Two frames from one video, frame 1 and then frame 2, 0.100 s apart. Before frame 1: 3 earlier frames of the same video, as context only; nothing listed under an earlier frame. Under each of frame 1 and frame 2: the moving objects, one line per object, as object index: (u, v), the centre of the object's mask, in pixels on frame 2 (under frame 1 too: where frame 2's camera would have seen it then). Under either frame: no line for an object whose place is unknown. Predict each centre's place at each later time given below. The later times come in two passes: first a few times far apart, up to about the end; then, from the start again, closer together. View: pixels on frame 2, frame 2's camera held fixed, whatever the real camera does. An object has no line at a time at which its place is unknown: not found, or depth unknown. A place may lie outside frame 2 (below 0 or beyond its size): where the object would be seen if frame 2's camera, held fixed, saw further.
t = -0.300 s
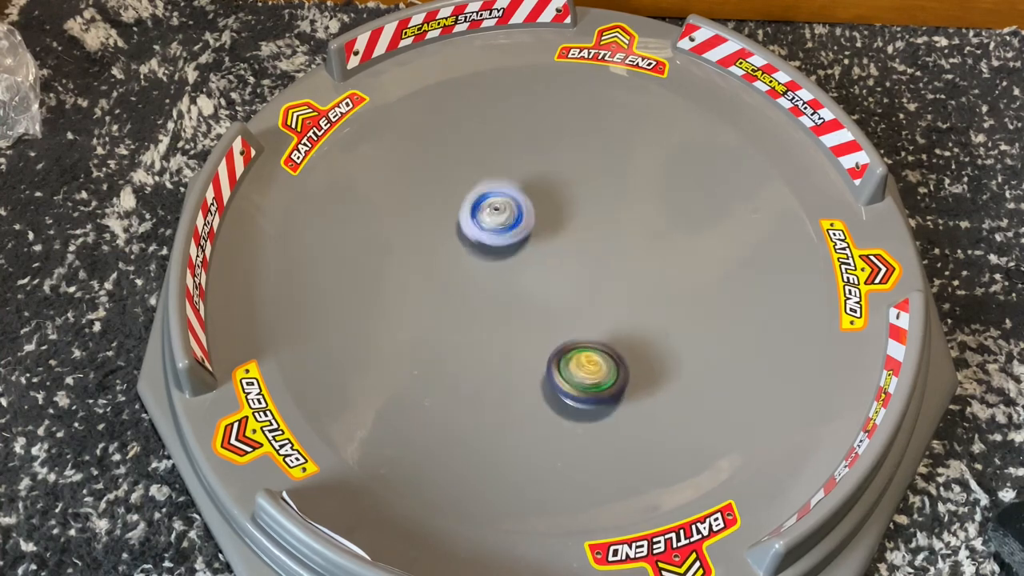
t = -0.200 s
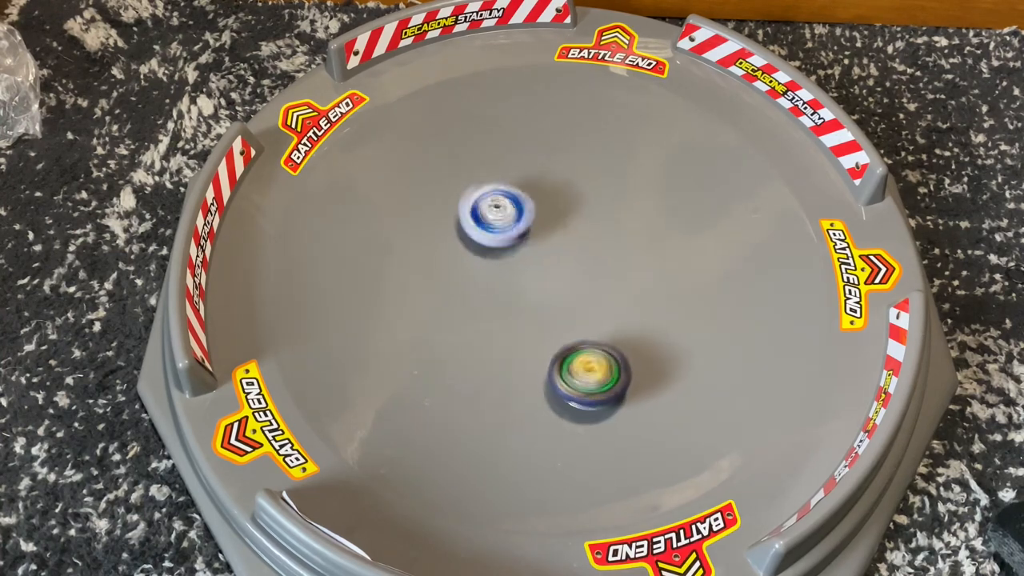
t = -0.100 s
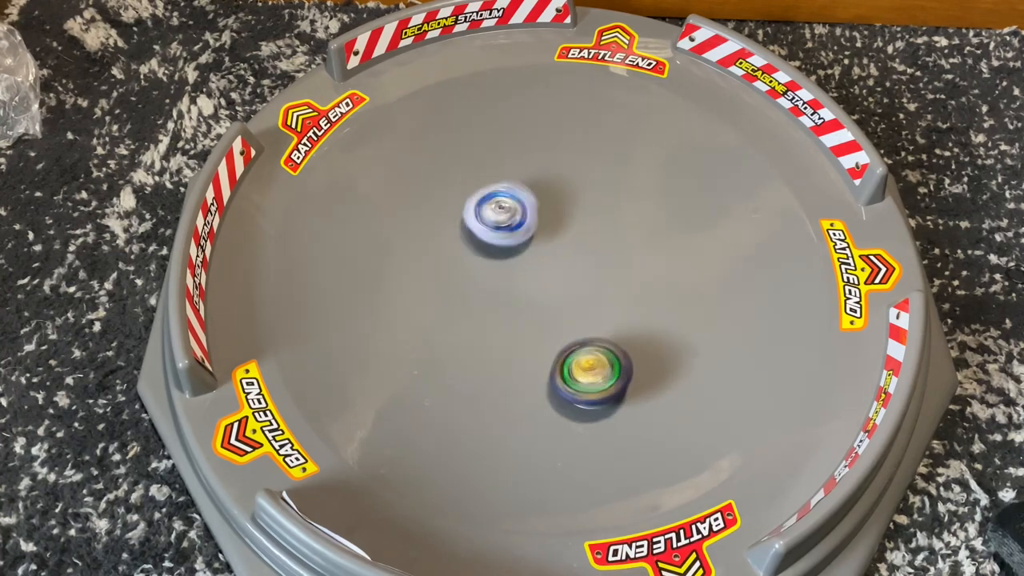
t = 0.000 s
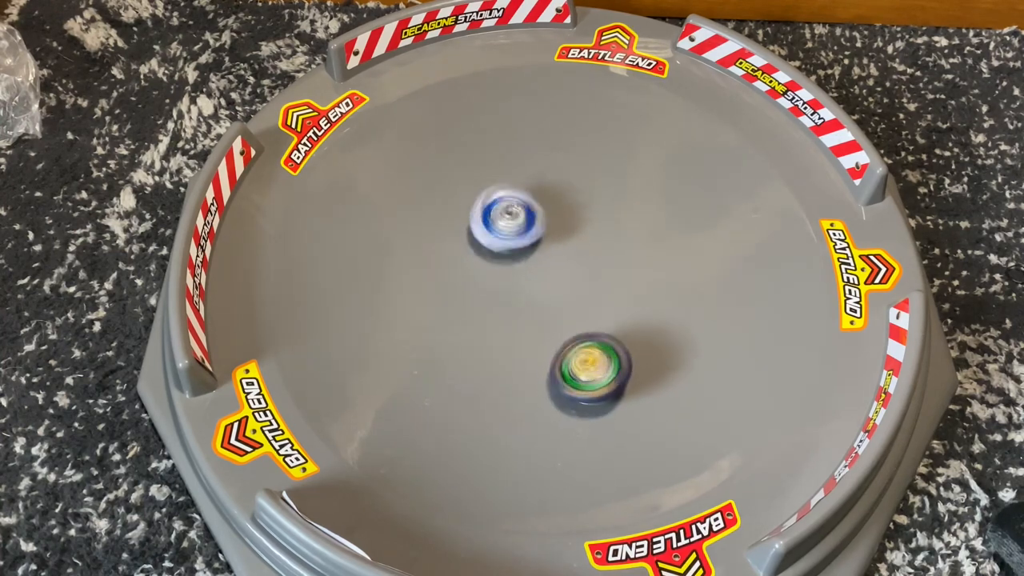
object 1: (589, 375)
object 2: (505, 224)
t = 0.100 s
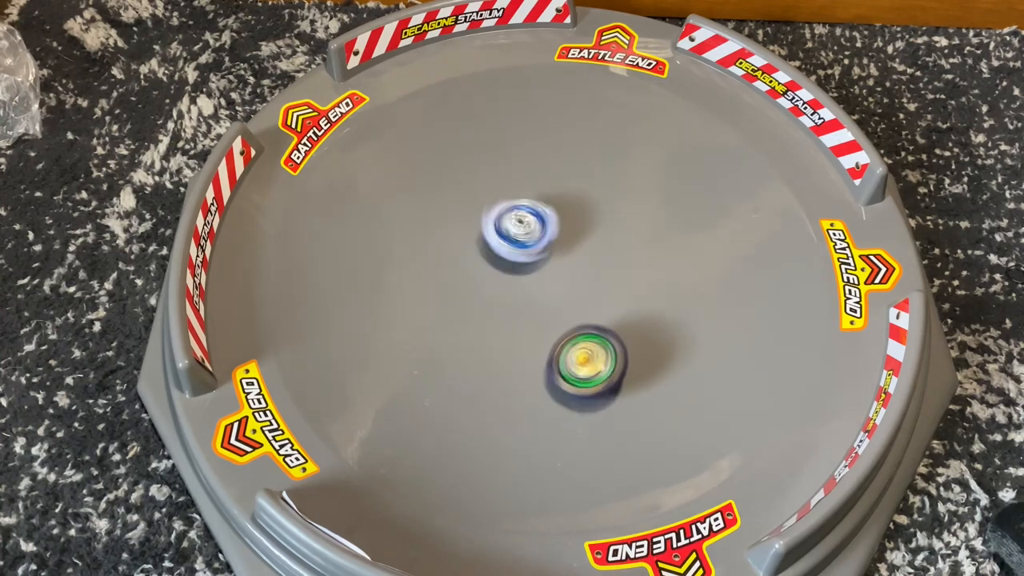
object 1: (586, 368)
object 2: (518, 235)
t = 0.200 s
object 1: (578, 357)
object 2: (531, 244)
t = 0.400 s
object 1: (541, 325)
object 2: (556, 260)
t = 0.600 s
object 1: (517, 344)
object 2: (559, 218)
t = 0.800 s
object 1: (512, 350)
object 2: (553, 214)
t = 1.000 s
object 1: (515, 350)
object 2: (550, 227)
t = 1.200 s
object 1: (514, 341)
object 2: (556, 256)
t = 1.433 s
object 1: (498, 310)
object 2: (575, 273)
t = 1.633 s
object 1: (478, 282)
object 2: (571, 267)
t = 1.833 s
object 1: (467, 274)
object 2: (560, 267)
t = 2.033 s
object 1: (465, 276)
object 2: (551, 279)
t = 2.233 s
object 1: (469, 275)
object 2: (550, 281)
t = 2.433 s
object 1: (472, 265)
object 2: (560, 274)
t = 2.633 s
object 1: (480, 246)
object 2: (558, 263)
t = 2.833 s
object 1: (442, 225)
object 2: (571, 262)
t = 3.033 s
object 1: (424, 215)
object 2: (561, 262)
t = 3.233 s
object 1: (430, 221)
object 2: (553, 268)
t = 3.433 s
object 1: (464, 234)
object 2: (550, 274)
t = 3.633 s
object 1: (502, 246)
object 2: (573, 267)
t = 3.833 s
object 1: (522, 260)
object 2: (611, 271)
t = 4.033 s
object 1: (533, 275)
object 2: (612, 280)
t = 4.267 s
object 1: (537, 288)
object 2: (621, 277)
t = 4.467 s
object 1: (538, 287)
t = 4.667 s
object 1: (539, 279)
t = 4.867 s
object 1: (542, 269)
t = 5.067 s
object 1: (542, 262)
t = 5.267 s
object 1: (544, 258)
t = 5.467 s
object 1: (543, 258)
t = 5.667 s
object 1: (543, 258)
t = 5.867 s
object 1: (543, 258)
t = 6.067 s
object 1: (543, 258)
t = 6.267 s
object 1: (543, 258)
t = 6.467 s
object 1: (543, 258)
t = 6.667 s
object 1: (543, 258)
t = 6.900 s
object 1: (544, 258)
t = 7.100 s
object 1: (544, 258)
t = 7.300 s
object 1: (544, 258)
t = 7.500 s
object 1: (544, 258)
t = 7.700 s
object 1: (544, 258)
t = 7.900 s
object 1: (544, 258)
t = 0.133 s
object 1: (584, 365)
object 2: (521, 238)
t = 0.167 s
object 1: (581, 361)
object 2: (525, 240)
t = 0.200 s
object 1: (578, 357)
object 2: (531, 244)
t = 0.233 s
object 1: (573, 352)
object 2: (536, 249)
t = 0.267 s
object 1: (568, 347)
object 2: (539, 253)
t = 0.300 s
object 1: (563, 342)
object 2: (541, 255)
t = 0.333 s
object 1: (556, 336)
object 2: (545, 258)
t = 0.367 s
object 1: (549, 331)
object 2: (551, 259)
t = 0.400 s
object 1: (541, 325)
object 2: (556, 260)
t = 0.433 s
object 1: (536, 331)
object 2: (552, 255)
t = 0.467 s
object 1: (532, 336)
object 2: (555, 244)
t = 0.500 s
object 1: (526, 338)
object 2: (556, 235)
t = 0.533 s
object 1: (523, 341)
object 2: (555, 229)
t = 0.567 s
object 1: (519, 342)
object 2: (557, 220)
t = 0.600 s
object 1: (517, 344)
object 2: (559, 218)
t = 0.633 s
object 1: (516, 346)
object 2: (555, 215)
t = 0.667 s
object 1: (514, 347)
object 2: (556, 212)
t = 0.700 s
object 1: (513, 348)
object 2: (556, 213)
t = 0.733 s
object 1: (513, 349)
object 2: (553, 213)
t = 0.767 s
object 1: (512, 350)
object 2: (553, 213)
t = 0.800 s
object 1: (512, 350)
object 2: (553, 214)
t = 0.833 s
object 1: (511, 351)
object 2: (551, 215)
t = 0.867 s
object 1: (512, 351)
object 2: (550, 216)
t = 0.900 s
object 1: (513, 351)
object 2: (551, 218)
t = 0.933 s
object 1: (514, 351)
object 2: (548, 221)
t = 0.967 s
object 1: (514, 351)
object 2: (548, 222)
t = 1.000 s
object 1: (515, 350)
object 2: (550, 227)
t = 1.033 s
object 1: (515, 349)
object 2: (547, 230)
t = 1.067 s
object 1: (515, 348)
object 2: (549, 233)
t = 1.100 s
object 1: (515, 346)
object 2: (551, 240)
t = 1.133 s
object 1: (515, 345)
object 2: (551, 245)
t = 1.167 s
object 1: (515, 343)
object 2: (556, 250)
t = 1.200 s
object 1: (514, 341)
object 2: (556, 256)
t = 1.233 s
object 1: (514, 337)
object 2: (559, 260)
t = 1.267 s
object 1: (512, 334)
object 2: (564, 266)
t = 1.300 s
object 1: (510, 330)
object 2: (563, 268)
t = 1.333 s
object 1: (508, 325)
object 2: (568, 271)
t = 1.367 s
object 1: (504, 321)
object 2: (569, 273)
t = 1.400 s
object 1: (502, 316)
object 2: (571, 272)
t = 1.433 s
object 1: (498, 310)
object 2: (575, 273)
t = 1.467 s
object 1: (495, 305)
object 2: (572, 274)
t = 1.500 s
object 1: (491, 299)
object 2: (575, 270)
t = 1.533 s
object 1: (488, 295)
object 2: (575, 272)
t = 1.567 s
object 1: (484, 289)
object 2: (573, 269)
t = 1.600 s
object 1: (481, 285)
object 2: (575, 268)
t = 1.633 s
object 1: (478, 282)
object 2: (571, 267)
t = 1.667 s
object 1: (475, 279)
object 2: (571, 266)
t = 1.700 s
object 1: (473, 278)
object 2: (569, 266)
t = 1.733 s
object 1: (471, 276)
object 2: (566, 264)
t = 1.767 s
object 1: (468, 276)
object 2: (565, 265)
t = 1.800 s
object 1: (468, 276)
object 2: (562, 267)
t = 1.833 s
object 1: (467, 274)
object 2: (560, 267)
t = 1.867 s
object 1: (466, 274)
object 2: (560, 269)
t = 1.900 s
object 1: (465, 274)
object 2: (554, 270)
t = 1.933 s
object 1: (465, 275)
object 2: (554, 271)
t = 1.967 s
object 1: (465, 275)
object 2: (551, 276)
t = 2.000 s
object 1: (464, 275)
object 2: (549, 275)
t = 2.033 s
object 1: (465, 276)
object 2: (551, 279)
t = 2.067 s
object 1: (465, 276)
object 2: (547, 279)
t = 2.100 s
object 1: (466, 276)
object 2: (550, 281)
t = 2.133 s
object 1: (467, 276)
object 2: (548, 282)
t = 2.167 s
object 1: (467, 276)
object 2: (550, 281)
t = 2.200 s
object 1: (468, 275)
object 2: (550, 282)
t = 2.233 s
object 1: (469, 275)
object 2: (550, 281)
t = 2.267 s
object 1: (471, 274)
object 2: (552, 280)
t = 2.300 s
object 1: (472, 273)
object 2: (549, 280)
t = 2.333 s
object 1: (475, 271)
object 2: (553, 278)
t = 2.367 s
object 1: (477, 269)
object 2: (550, 279)
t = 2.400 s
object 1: (473, 267)
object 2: (559, 274)
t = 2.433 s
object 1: (472, 265)
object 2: (560, 274)
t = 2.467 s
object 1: (472, 261)
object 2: (565, 268)
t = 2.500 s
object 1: (475, 259)
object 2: (563, 268)
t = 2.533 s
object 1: (477, 256)
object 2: (565, 264)
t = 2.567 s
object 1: (477, 253)
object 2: (562, 264)
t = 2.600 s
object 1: (480, 250)
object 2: (562, 263)
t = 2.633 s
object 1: (480, 246)
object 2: (558, 263)
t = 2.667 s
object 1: (481, 244)
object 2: (556, 261)
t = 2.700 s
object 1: (474, 240)
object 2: (558, 261)
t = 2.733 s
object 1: (463, 237)
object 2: (564, 260)
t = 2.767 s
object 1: (455, 233)
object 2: (568, 262)
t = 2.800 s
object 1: (448, 229)
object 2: (573, 262)
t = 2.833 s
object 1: (442, 225)
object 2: (571, 262)
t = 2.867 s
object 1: (437, 223)
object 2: (572, 264)
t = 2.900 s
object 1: (434, 219)
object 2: (572, 262)
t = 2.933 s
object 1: (430, 217)
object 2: (567, 262)
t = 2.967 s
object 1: (427, 216)
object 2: (567, 262)
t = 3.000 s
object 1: (426, 214)
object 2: (566, 261)
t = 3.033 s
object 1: (424, 215)
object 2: (561, 262)
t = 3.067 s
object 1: (425, 216)
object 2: (560, 265)
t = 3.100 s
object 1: (426, 217)
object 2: (559, 263)
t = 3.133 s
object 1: (426, 217)
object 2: (556, 264)
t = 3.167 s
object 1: (427, 218)
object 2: (557, 266)
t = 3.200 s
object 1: (429, 219)
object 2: (555, 266)
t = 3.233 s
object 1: (430, 221)
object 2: (553, 268)
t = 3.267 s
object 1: (434, 223)
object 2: (551, 267)
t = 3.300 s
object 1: (438, 224)
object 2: (548, 268)
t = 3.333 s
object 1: (443, 227)
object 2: (550, 271)
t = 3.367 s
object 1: (449, 230)
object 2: (549, 269)
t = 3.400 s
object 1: (456, 232)
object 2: (546, 271)
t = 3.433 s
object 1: (464, 234)
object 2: (550, 274)
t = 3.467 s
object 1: (473, 236)
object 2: (551, 273)
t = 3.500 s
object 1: (483, 237)
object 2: (548, 274)
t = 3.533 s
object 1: (492, 238)
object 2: (552, 270)
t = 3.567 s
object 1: (501, 240)
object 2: (555, 268)
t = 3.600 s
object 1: (503, 244)
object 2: (562, 271)
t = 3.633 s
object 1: (502, 246)
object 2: (573, 267)
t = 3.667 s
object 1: (503, 250)
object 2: (580, 265)
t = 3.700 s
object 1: (507, 253)
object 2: (589, 264)
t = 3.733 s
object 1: (513, 255)
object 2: (599, 259)
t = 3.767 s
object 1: (516, 257)
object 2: (602, 267)
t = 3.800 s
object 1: (519, 258)
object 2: (606, 270)
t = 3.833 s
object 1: (522, 260)
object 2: (611, 271)
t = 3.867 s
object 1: (525, 263)
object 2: (608, 277)
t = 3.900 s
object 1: (530, 265)
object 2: (607, 279)
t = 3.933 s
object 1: (534, 267)
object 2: (605, 281)
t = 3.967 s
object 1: (535, 270)
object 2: (608, 281)
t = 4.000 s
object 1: (533, 272)
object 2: (611, 281)
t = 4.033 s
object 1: (533, 275)
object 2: (612, 280)
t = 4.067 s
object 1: (535, 278)
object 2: (613, 279)
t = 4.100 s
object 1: (538, 282)
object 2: (614, 277)
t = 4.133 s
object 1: (538, 285)
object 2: (614, 276)
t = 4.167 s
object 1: (536, 286)
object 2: (616, 278)
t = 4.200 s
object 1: (536, 287)
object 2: (618, 278)
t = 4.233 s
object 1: (537, 288)
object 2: (620, 277)
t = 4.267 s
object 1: (537, 288)
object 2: (621, 277)
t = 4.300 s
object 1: (537, 288)
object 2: (624, 273)
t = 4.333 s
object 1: (536, 289)
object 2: (624, 273)
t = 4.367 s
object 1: (537, 289)
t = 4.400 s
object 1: (537, 289)
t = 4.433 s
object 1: (538, 288)
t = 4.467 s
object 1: (538, 287)
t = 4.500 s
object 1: (539, 286)
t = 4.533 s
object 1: (539, 285)
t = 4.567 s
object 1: (540, 283)
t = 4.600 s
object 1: (539, 281)
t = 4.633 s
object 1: (539, 280)
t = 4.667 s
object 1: (539, 279)
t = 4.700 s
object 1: (539, 277)
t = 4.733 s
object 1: (539, 275)
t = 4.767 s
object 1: (539, 273)
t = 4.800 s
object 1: (540, 272)
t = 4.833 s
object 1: (541, 270)
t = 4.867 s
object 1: (542, 269)
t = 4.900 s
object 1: (541, 267)
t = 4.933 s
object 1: (541, 265)
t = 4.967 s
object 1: (541, 263)
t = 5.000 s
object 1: (542, 262)
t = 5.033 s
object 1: (542, 262)
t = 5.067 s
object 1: (542, 262)
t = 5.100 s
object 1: (542, 261)
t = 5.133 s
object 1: (542, 261)
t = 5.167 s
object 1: (542, 261)
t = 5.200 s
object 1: (542, 262)
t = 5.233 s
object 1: (544, 258)
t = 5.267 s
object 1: (544, 258)
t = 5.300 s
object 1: (544, 258)
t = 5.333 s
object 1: (544, 258)
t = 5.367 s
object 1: (544, 258)
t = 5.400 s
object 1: (544, 258)
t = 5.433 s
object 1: (544, 258)
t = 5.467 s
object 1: (543, 258)
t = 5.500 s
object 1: (543, 258)
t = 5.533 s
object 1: (543, 258)
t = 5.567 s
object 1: (543, 258)
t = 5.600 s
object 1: (543, 258)
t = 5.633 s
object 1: (543, 258)
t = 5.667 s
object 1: (543, 258)
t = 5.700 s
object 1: (543, 258)
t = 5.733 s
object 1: (543, 258)
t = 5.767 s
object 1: (543, 258)
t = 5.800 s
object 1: (543, 258)
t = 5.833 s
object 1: (543, 258)
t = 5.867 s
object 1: (543, 258)
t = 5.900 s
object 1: (543, 258)
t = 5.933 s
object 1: (543, 258)
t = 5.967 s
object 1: (543, 258)
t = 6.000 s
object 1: (543, 258)
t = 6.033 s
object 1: (543, 258)
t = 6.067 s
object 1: (543, 258)
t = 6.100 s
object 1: (543, 258)
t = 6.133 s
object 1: (543, 258)
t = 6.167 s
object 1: (543, 258)
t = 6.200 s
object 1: (543, 258)
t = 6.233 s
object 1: (543, 258)
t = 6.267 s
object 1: (543, 258)
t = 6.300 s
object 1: (543, 258)
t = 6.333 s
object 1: (543, 258)
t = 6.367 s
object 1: (543, 258)
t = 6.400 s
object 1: (543, 258)
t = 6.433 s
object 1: (543, 258)
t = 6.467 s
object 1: (543, 258)
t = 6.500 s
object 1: (543, 258)
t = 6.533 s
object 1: (543, 258)
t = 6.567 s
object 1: (543, 258)
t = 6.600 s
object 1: (543, 258)
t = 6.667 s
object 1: (543, 258)
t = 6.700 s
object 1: (543, 258)
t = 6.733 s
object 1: (543, 258)
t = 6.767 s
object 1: (543, 258)
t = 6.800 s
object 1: (543, 258)
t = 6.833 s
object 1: (544, 258)
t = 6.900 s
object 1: (544, 258)
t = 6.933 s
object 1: (544, 258)
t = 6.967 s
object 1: (543, 258)
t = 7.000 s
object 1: (543, 258)
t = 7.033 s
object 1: (543, 258)
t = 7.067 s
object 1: (544, 258)
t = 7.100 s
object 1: (544, 258)
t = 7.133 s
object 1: (543, 258)
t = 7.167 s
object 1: (544, 258)
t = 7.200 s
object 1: (544, 258)
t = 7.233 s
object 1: (544, 258)
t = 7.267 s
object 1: (544, 258)
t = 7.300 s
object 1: (544, 258)
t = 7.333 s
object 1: (544, 258)
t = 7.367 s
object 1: (544, 258)
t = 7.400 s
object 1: (544, 258)
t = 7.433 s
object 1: (544, 258)
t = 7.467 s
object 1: (544, 258)
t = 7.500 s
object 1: (544, 258)
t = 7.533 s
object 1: (544, 258)
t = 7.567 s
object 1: (544, 258)
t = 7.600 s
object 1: (544, 258)
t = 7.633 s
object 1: (544, 258)
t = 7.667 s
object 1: (544, 258)
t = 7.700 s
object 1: (544, 258)
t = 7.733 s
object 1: (544, 258)
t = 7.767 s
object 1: (544, 258)
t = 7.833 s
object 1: (544, 258)
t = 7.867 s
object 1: (544, 258)
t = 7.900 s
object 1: (544, 258)
